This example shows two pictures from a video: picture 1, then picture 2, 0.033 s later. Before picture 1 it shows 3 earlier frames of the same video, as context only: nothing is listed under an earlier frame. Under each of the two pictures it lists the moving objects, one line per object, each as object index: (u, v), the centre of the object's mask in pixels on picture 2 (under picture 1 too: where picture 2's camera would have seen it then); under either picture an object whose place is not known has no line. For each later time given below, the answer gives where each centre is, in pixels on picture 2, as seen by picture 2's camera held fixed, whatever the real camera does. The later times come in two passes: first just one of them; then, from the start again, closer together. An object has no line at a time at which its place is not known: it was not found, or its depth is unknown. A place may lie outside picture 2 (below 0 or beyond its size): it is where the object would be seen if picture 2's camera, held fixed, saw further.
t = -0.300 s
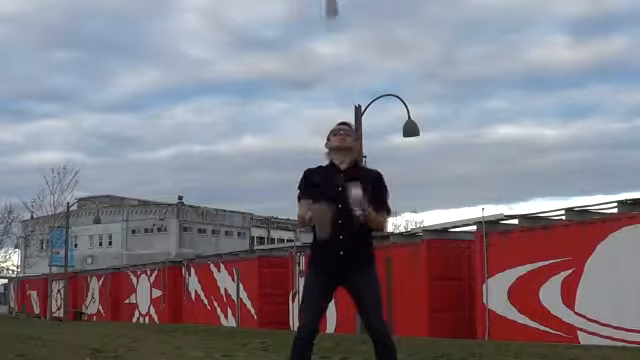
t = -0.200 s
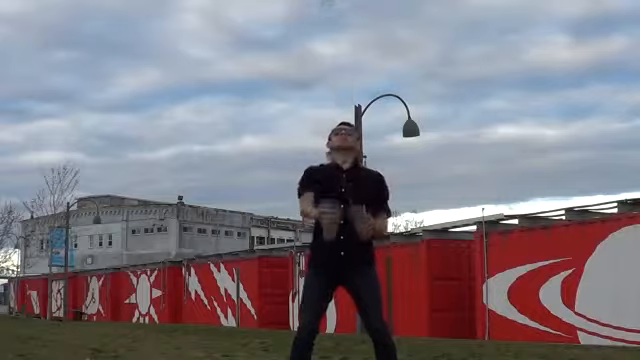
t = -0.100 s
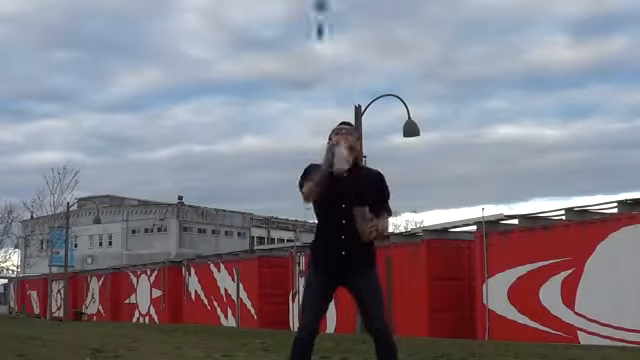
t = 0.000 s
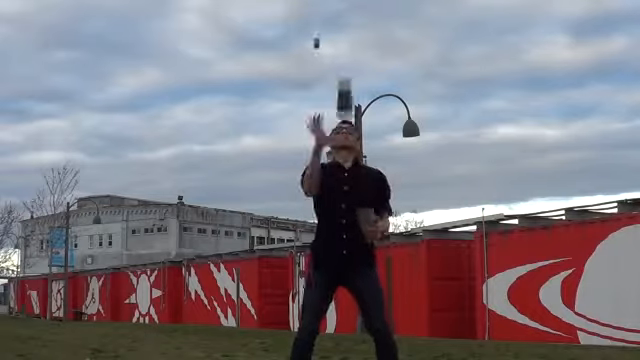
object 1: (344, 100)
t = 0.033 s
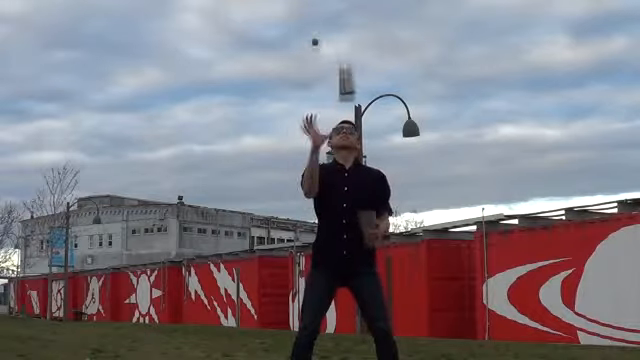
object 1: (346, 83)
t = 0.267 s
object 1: (356, 14)
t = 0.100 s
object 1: (351, 57)
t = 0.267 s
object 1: (356, 14)
